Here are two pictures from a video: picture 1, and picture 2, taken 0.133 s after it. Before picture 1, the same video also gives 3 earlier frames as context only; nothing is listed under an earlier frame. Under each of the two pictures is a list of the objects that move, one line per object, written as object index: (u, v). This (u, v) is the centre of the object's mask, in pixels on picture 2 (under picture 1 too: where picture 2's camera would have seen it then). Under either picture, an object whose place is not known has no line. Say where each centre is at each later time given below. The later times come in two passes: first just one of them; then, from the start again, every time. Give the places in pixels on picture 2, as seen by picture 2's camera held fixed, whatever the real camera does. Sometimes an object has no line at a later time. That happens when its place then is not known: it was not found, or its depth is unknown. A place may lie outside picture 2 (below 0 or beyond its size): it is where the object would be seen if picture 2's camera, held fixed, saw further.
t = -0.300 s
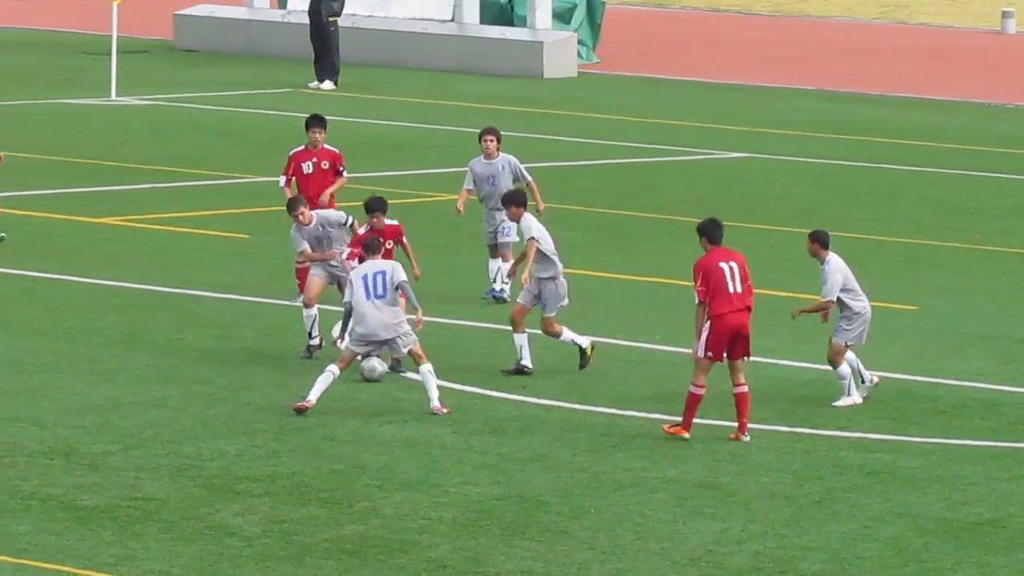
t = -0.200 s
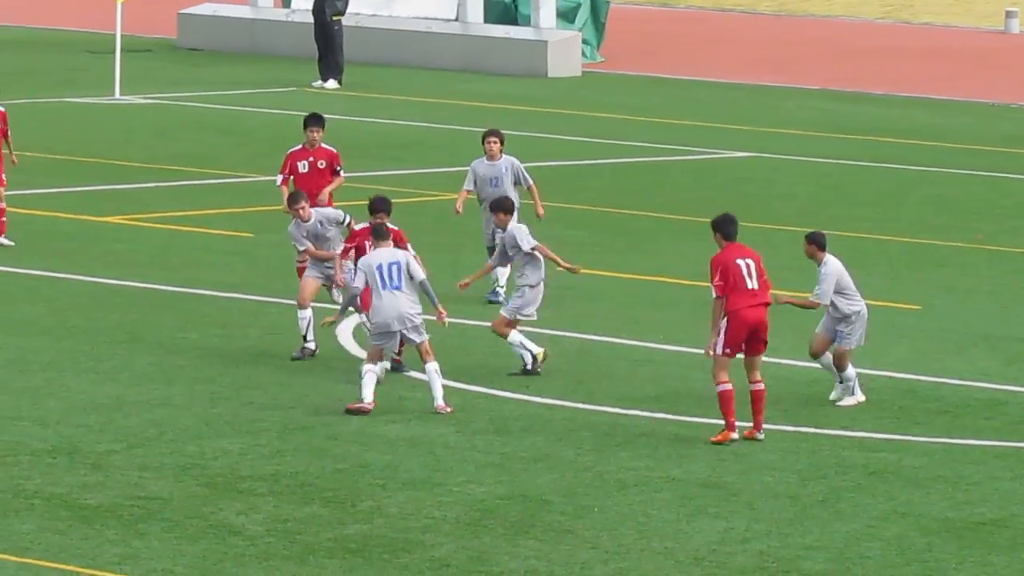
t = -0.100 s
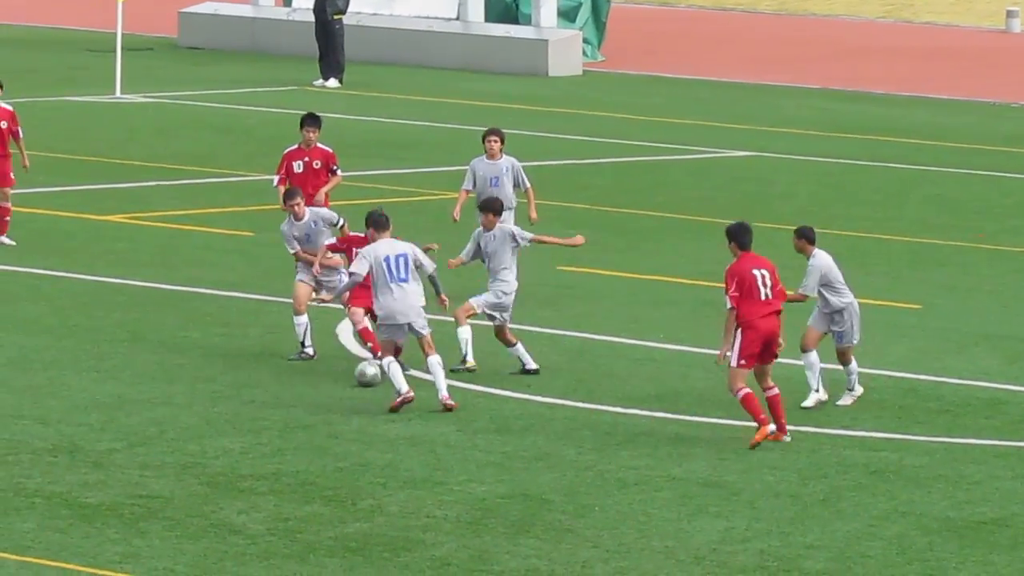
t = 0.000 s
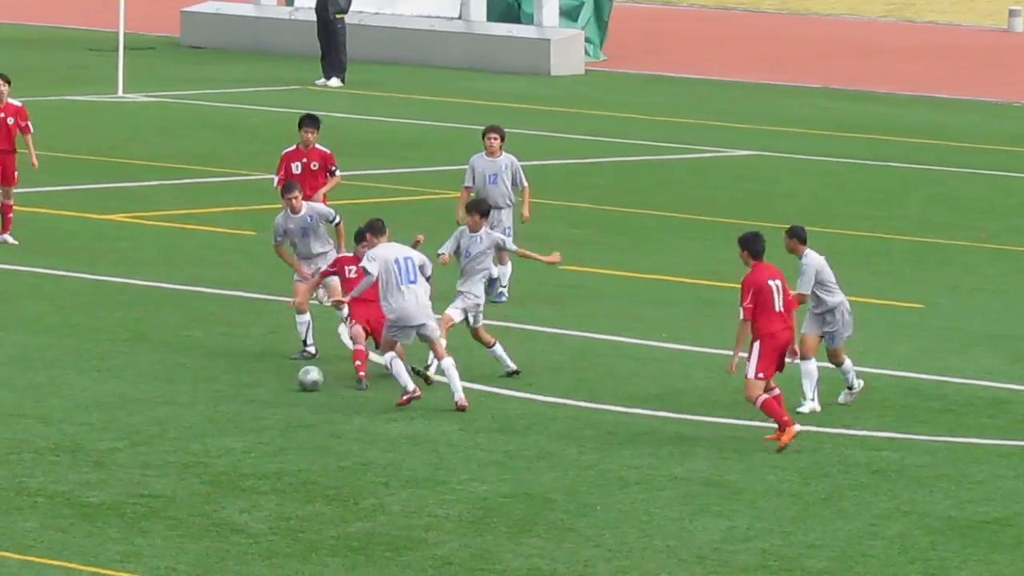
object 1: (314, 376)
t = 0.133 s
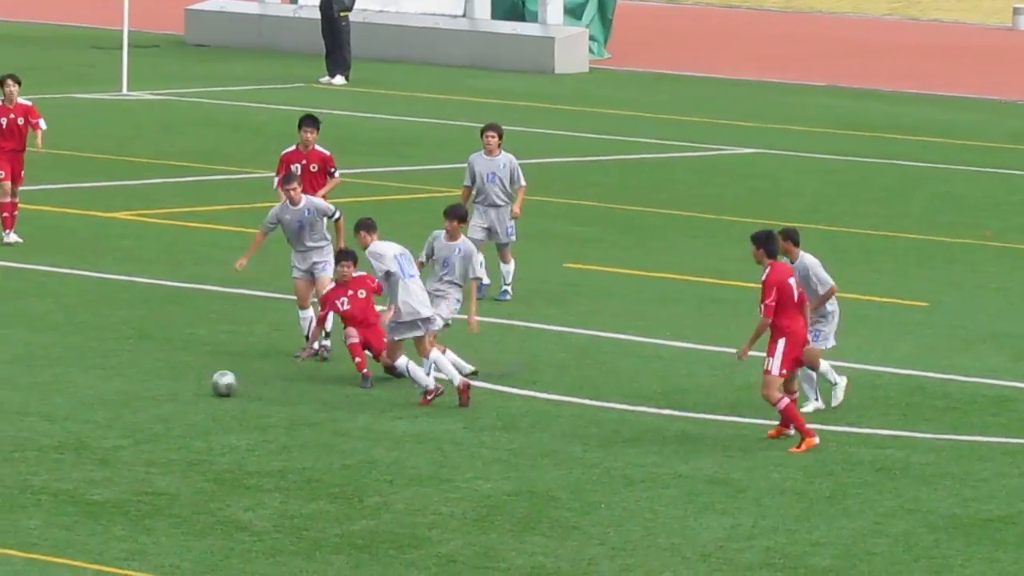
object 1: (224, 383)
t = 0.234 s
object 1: (163, 389)
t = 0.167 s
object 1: (204, 385)
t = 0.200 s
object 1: (183, 387)
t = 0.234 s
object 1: (163, 389)
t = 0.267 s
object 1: (144, 390)
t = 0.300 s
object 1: (126, 391)
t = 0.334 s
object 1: (108, 393)
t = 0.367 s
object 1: (89, 395)
